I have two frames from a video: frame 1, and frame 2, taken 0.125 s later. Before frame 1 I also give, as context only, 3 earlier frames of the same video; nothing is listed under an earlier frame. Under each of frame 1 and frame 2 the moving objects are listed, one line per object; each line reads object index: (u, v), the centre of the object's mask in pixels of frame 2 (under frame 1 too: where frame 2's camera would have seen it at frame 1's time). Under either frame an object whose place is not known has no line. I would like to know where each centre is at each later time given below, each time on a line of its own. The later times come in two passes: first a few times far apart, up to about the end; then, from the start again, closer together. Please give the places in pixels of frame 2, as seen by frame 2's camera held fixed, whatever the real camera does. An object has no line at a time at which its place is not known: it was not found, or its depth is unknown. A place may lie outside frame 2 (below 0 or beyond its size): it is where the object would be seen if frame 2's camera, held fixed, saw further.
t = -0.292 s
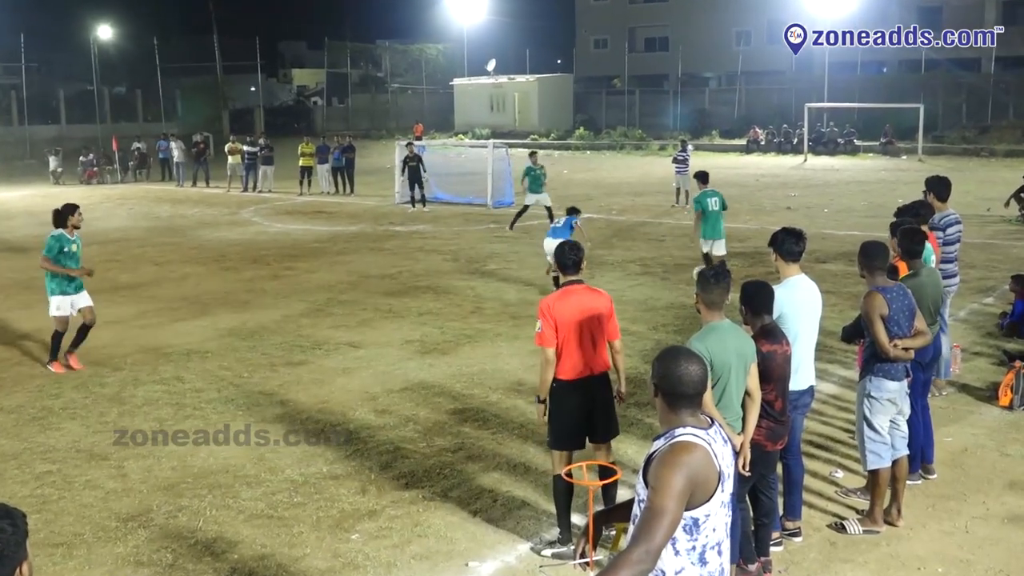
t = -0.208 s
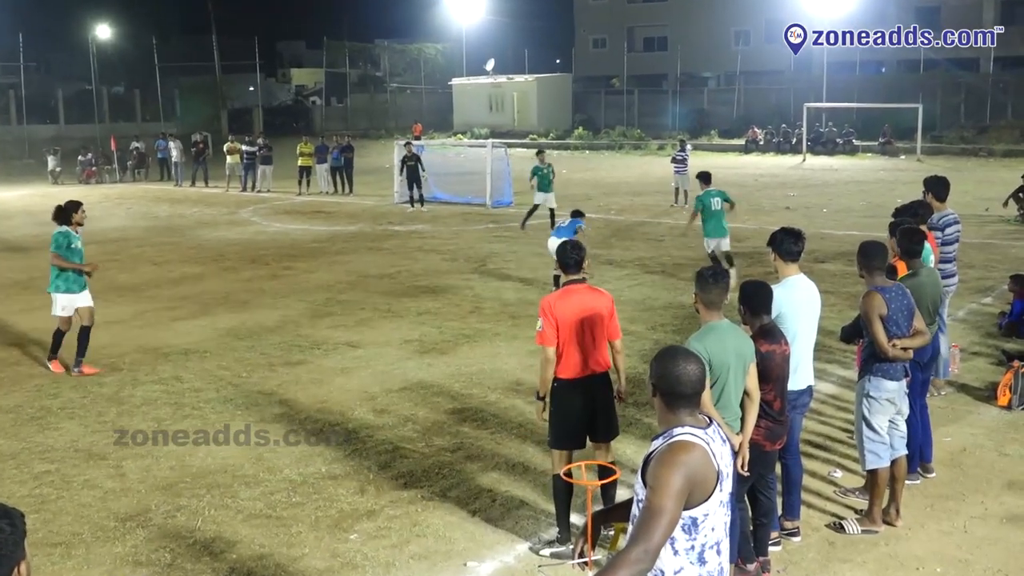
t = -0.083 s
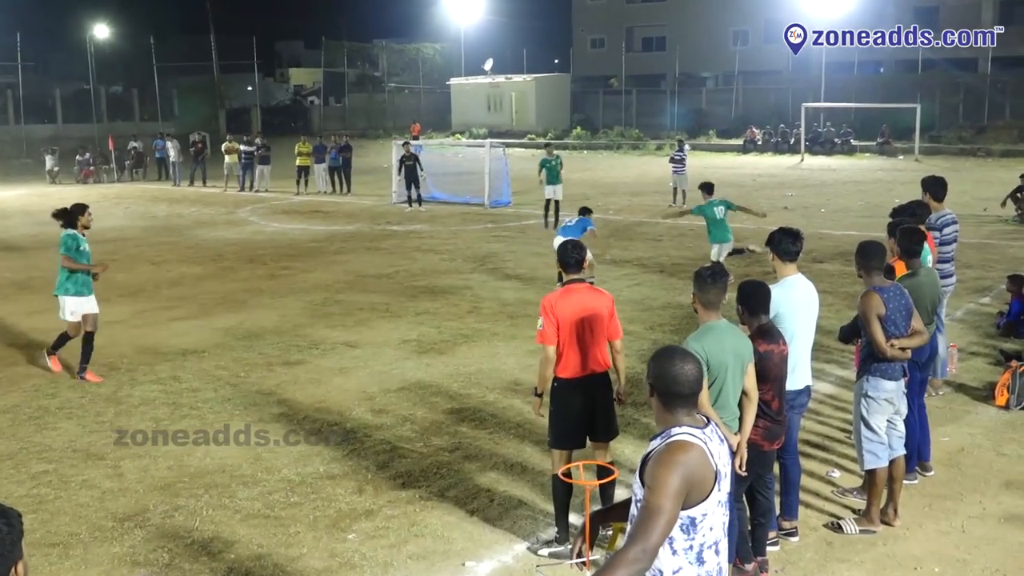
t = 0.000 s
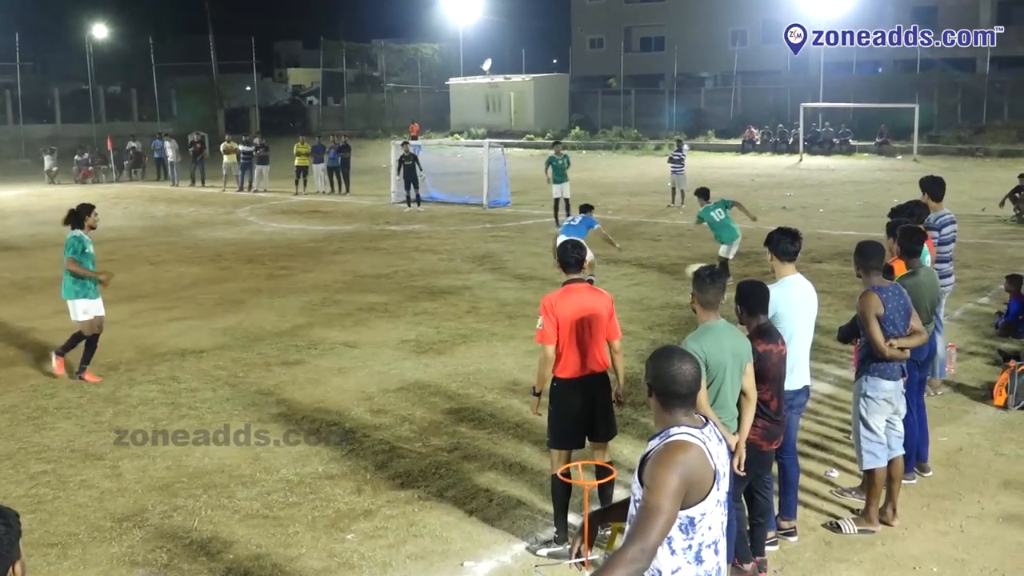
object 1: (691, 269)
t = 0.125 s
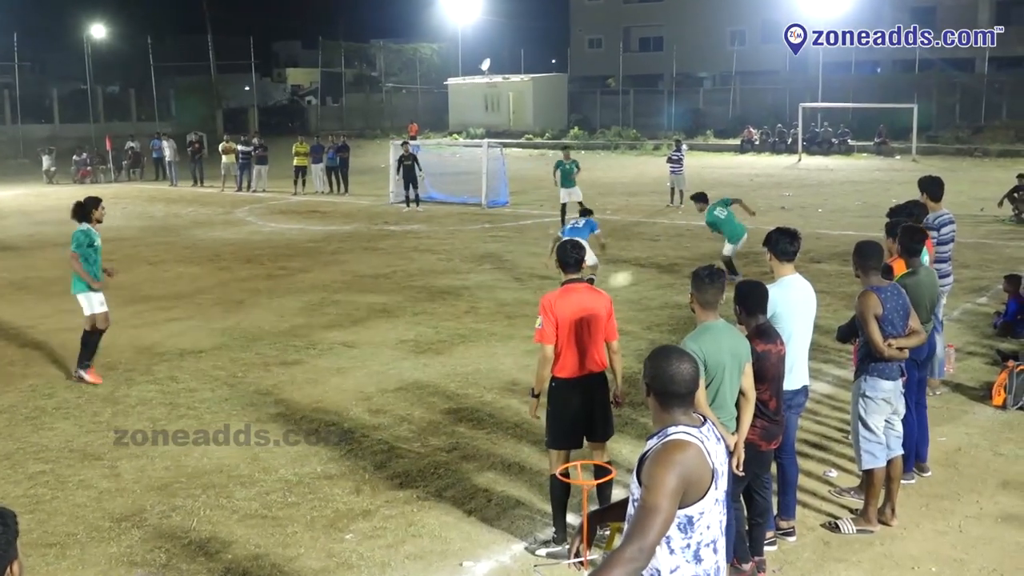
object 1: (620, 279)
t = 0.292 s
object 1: (503, 307)
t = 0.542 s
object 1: (321, 327)
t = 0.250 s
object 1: (530, 299)
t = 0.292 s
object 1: (503, 307)
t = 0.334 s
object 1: (477, 308)
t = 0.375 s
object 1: (450, 308)
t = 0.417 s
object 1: (424, 309)
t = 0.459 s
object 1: (396, 311)
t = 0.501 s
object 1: (351, 319)
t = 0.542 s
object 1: (321, 327)
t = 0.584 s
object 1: (292, 335)
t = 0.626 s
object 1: (261, 344)
